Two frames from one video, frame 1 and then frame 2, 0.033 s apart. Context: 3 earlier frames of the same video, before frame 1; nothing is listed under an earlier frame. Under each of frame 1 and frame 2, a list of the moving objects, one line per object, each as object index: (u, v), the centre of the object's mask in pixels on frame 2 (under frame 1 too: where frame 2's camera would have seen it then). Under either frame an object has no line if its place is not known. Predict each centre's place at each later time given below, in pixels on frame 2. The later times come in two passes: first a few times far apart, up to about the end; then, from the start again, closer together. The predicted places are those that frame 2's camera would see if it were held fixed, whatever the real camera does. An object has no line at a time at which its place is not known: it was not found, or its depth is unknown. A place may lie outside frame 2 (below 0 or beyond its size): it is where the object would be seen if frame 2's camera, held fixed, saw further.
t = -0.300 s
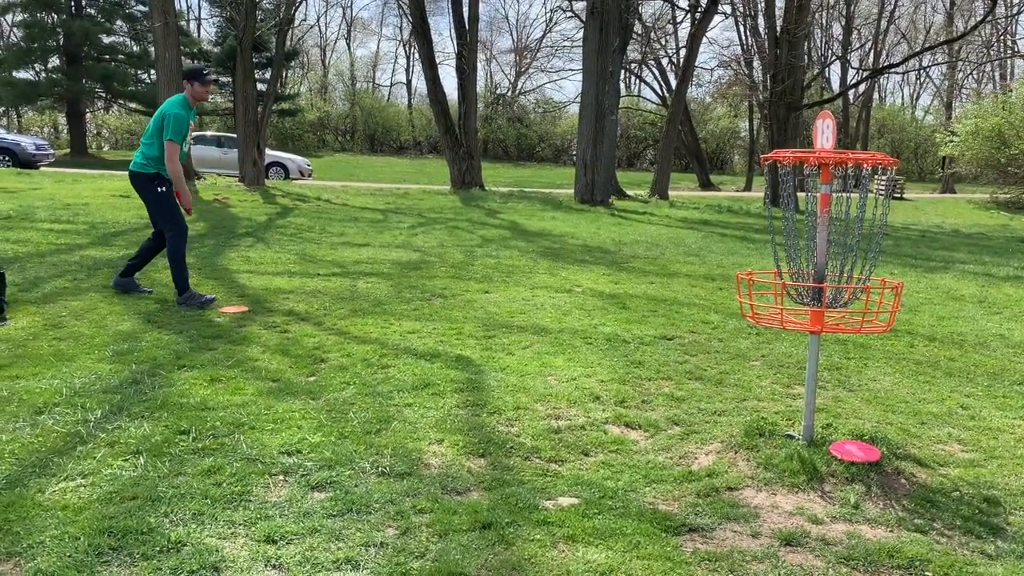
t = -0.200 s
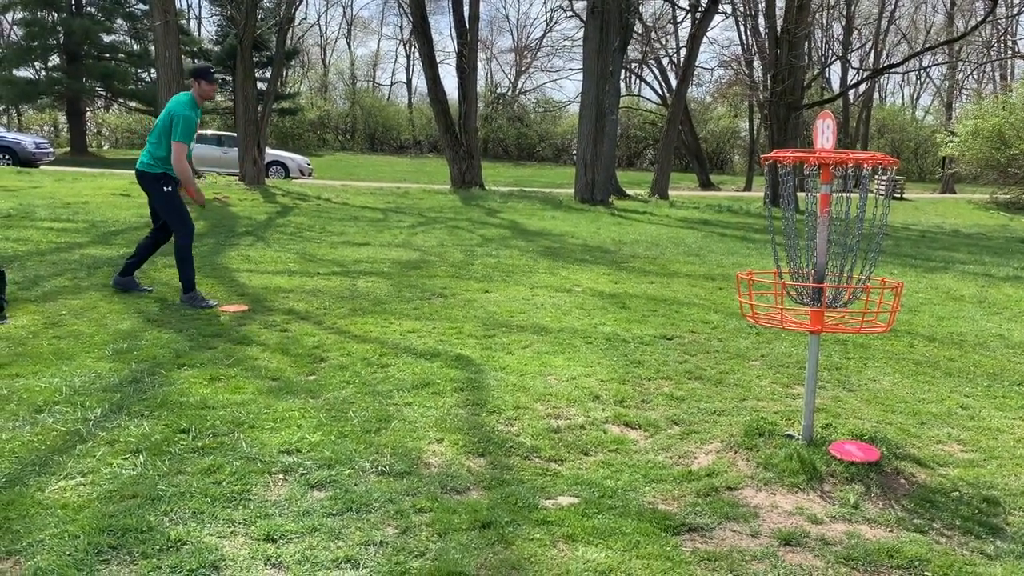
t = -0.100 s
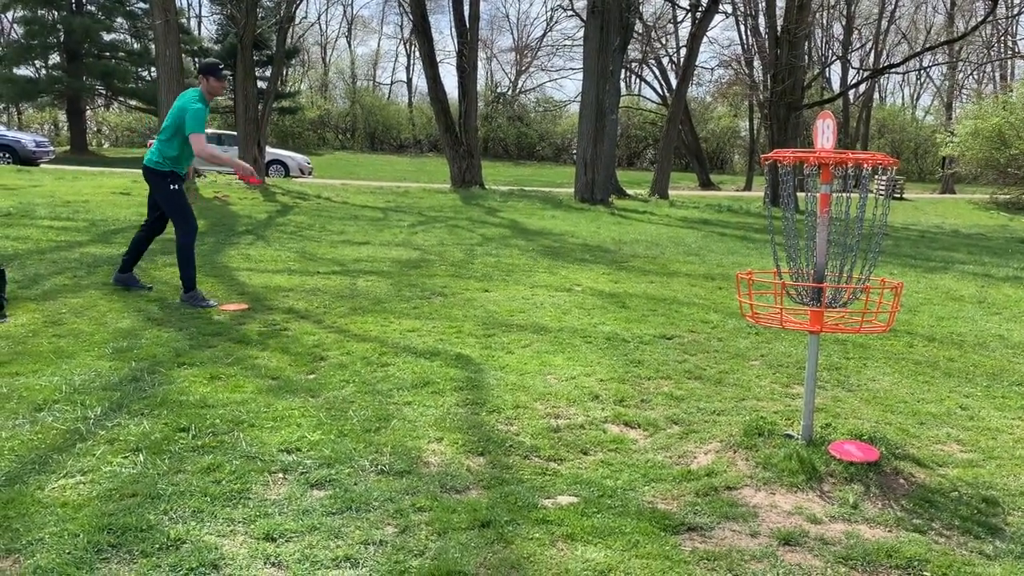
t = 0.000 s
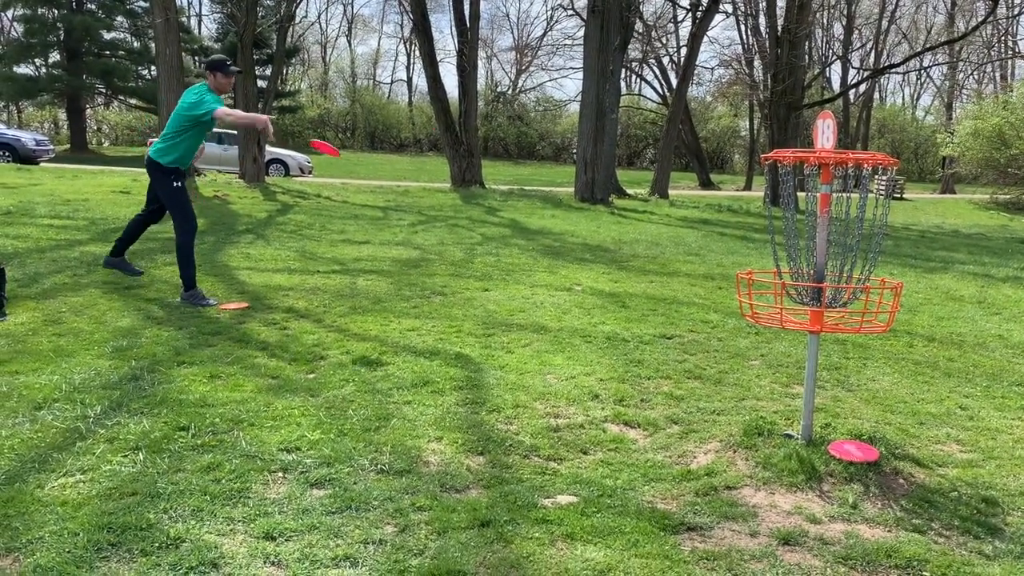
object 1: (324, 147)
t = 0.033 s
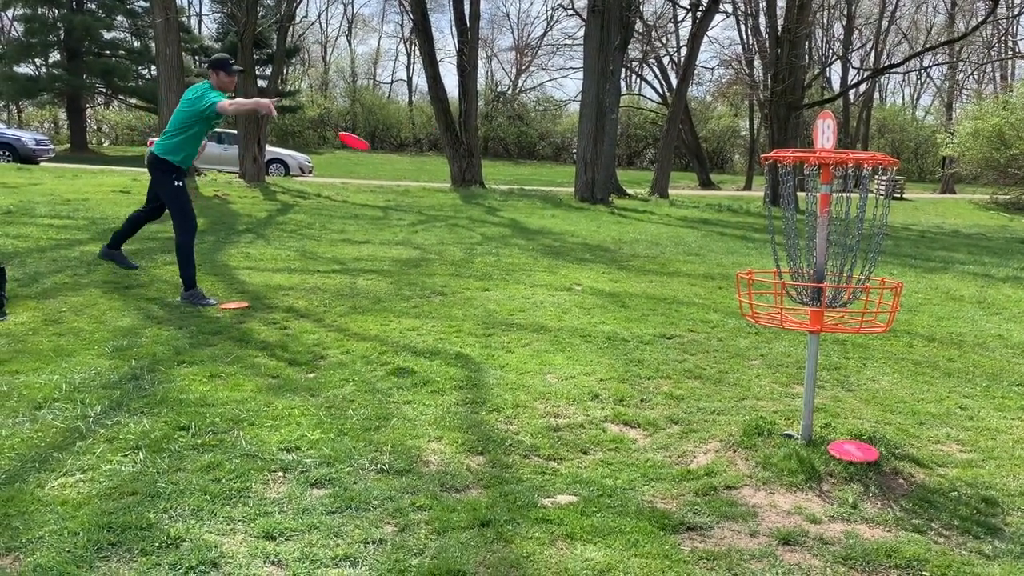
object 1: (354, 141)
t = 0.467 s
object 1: (772, 194)
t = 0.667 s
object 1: (773, 279)
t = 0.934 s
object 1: (792, 389)
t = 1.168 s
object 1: (793, 394)
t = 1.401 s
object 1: (792, 394)
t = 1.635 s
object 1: (793, 395)
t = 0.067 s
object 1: (383, 136)
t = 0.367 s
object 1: (754, 163)
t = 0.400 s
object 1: (766, 174)
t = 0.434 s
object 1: (771, 183)
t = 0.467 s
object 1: (772, 194)
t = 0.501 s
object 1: (772, 205)
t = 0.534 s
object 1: (771, 217)
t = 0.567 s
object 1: (773, 232)
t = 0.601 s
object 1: (776, 247)
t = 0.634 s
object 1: (776, 263)
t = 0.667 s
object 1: (773, 279)
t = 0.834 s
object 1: (792, 383)
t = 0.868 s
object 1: (790, 391)
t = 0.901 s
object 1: (791, 389)
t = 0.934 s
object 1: (792, 389)
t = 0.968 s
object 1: (794, 388)
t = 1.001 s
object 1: (795, 387)
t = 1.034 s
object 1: (795, 387)
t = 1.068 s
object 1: (793, 389)
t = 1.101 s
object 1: (792, 389)
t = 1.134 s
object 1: (792, 394)
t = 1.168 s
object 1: (793, 394)
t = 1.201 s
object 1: (793, 394)
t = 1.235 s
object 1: (792, 394)
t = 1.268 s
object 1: (792, 394)
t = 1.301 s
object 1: (792, 394)
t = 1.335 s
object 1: (792, 394)
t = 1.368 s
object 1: (792, 394)
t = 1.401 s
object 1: (792, 394)
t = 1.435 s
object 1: (792, 394)
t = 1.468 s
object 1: (792, 394)
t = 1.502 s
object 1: (792, 395)
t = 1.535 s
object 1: (792, 395)
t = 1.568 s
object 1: (793, 395)
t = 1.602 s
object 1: (792, 395)
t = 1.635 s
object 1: (793, 395)
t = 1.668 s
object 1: (793, 395)
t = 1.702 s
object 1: (793, 395)
